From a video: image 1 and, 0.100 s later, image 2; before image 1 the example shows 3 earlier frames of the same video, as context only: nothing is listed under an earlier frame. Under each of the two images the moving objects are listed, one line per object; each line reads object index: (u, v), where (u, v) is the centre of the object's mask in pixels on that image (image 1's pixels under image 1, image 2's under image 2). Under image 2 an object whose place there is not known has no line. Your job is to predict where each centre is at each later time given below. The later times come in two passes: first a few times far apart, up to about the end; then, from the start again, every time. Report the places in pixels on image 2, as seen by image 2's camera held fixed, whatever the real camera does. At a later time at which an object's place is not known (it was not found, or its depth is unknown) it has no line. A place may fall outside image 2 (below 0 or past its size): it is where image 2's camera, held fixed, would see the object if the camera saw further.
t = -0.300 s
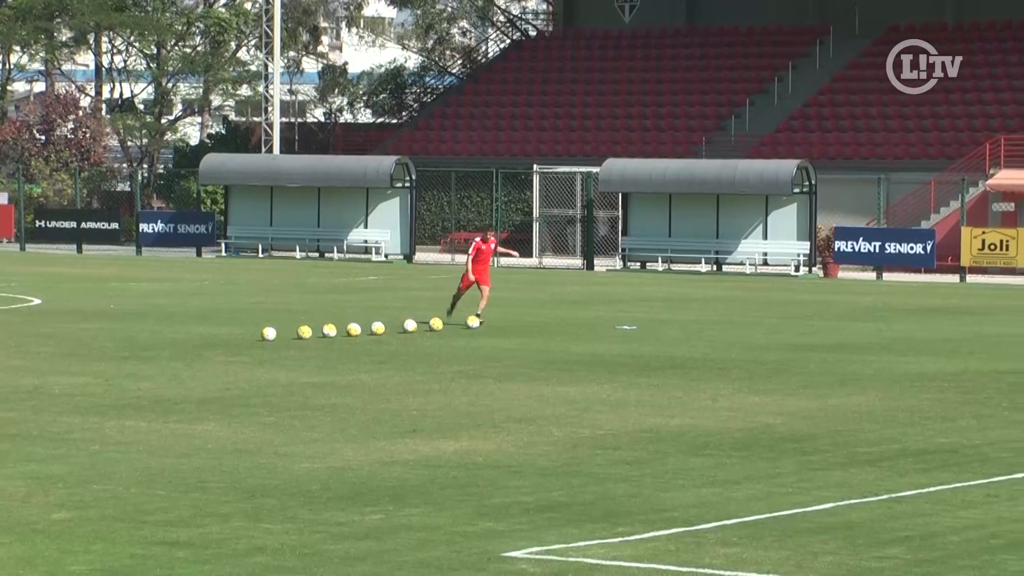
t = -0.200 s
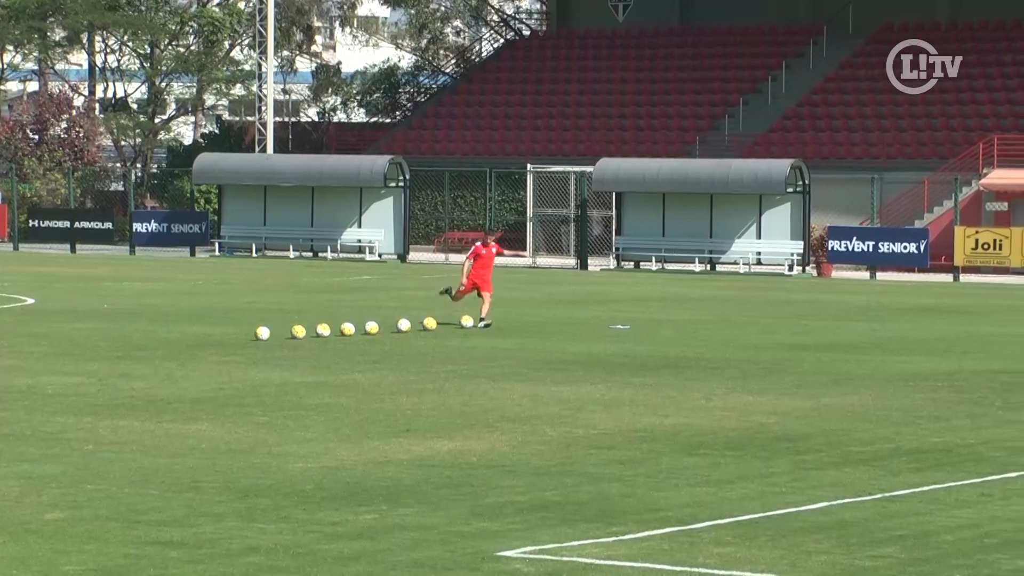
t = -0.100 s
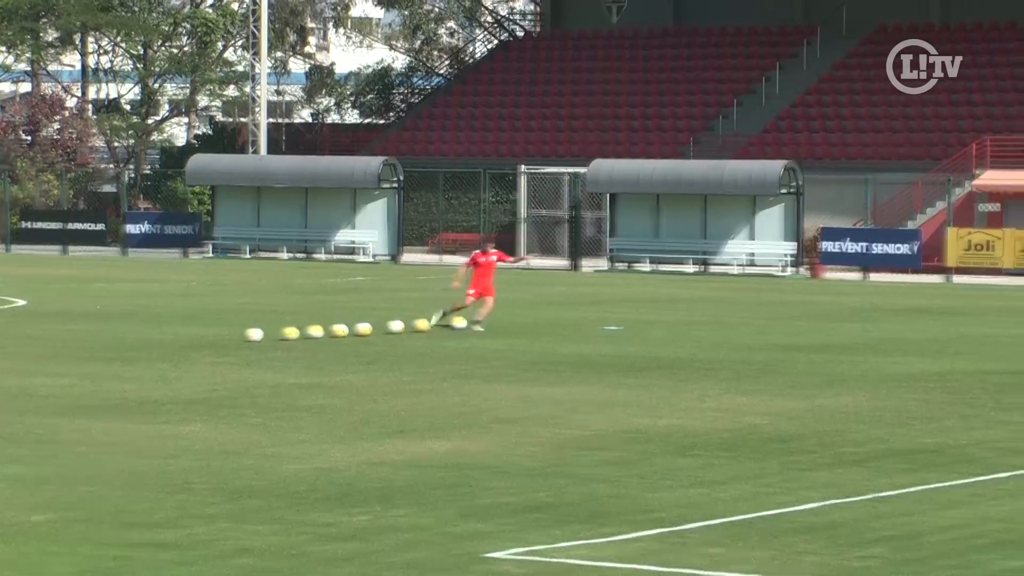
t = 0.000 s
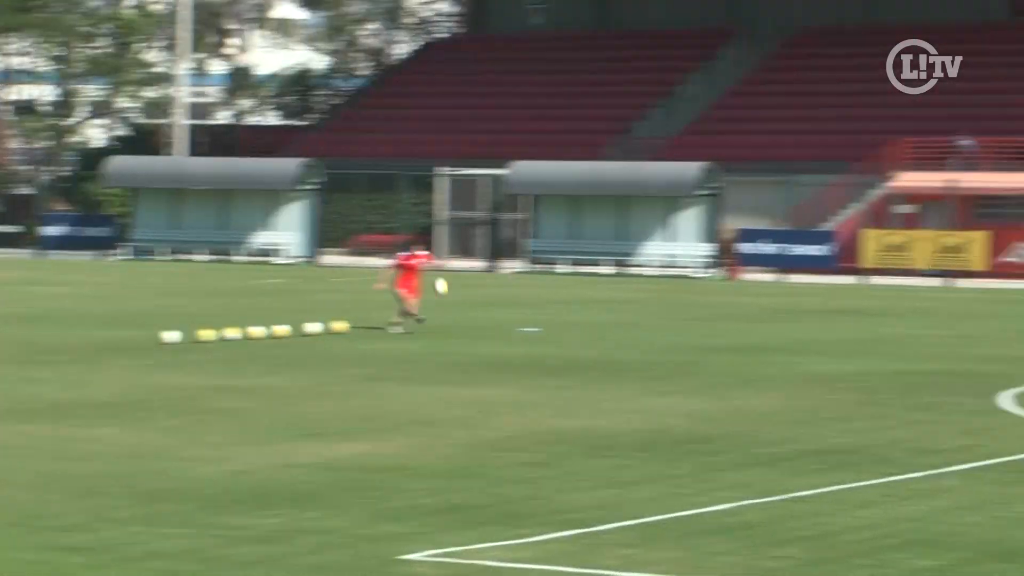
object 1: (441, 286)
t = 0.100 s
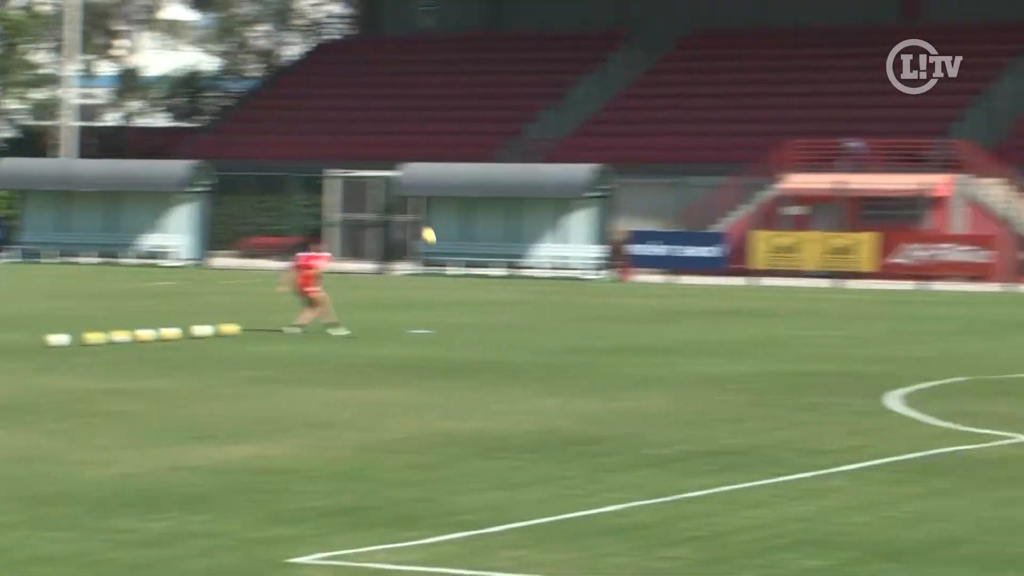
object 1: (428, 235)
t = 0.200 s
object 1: (525, 184)
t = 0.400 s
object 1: (717, 86)
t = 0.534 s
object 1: (848, 27)
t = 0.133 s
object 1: (461, 218)
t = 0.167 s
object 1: (492, 201)
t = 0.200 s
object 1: (525, 184)
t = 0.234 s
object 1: (556, 167)
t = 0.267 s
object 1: (588, 151)
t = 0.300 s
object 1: (620, 135)
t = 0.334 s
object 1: (652, 119)
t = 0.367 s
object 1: (685, 102)
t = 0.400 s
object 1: (717, 86)
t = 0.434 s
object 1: (749, 71)
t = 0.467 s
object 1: (782, 56)
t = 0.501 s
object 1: (815, 41)
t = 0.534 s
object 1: (848, 27)
